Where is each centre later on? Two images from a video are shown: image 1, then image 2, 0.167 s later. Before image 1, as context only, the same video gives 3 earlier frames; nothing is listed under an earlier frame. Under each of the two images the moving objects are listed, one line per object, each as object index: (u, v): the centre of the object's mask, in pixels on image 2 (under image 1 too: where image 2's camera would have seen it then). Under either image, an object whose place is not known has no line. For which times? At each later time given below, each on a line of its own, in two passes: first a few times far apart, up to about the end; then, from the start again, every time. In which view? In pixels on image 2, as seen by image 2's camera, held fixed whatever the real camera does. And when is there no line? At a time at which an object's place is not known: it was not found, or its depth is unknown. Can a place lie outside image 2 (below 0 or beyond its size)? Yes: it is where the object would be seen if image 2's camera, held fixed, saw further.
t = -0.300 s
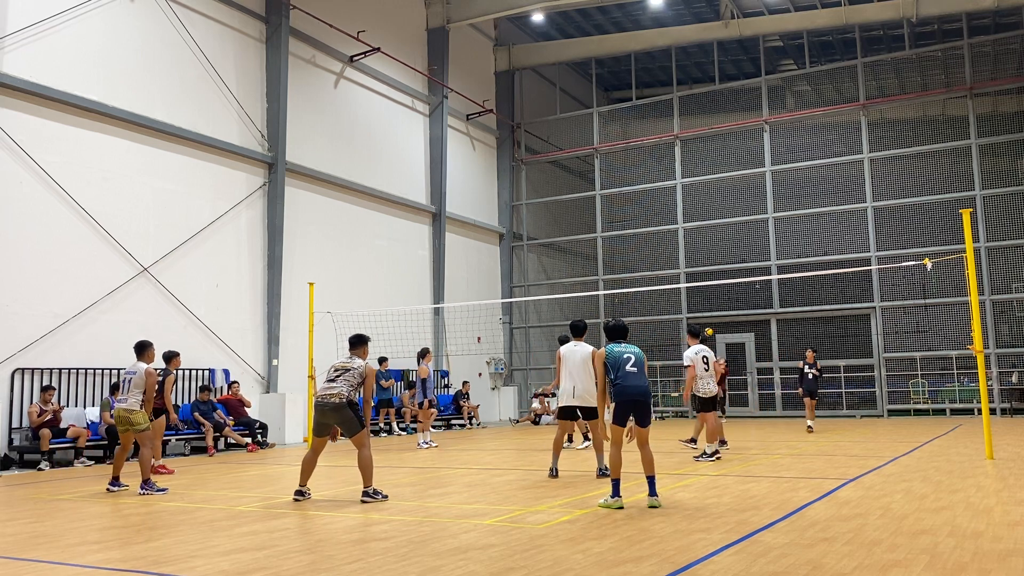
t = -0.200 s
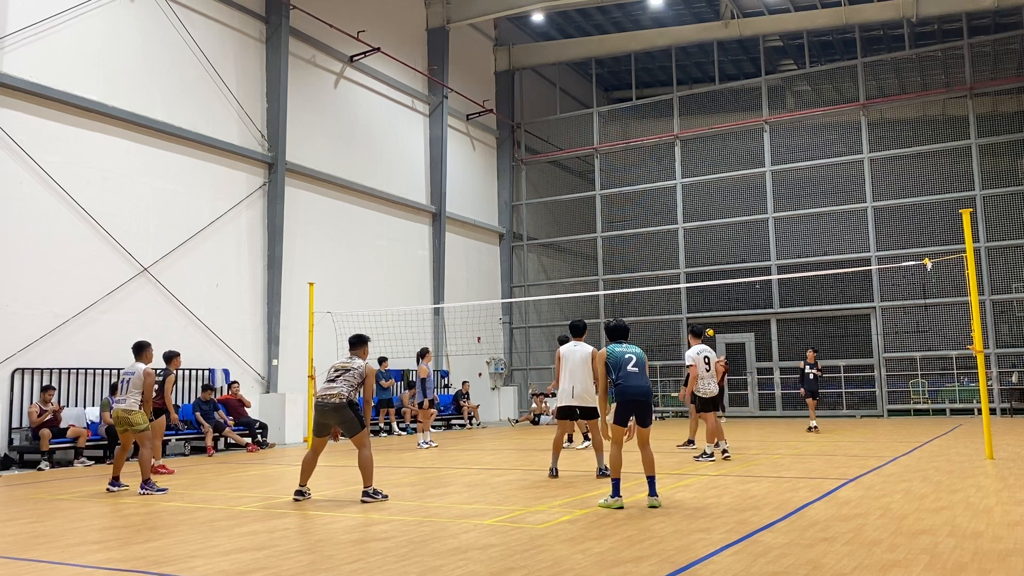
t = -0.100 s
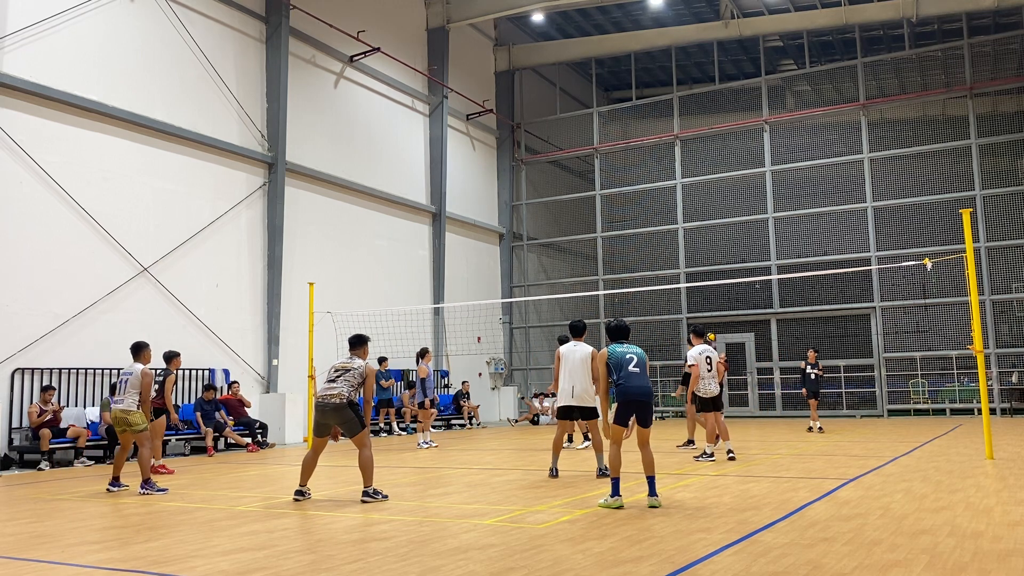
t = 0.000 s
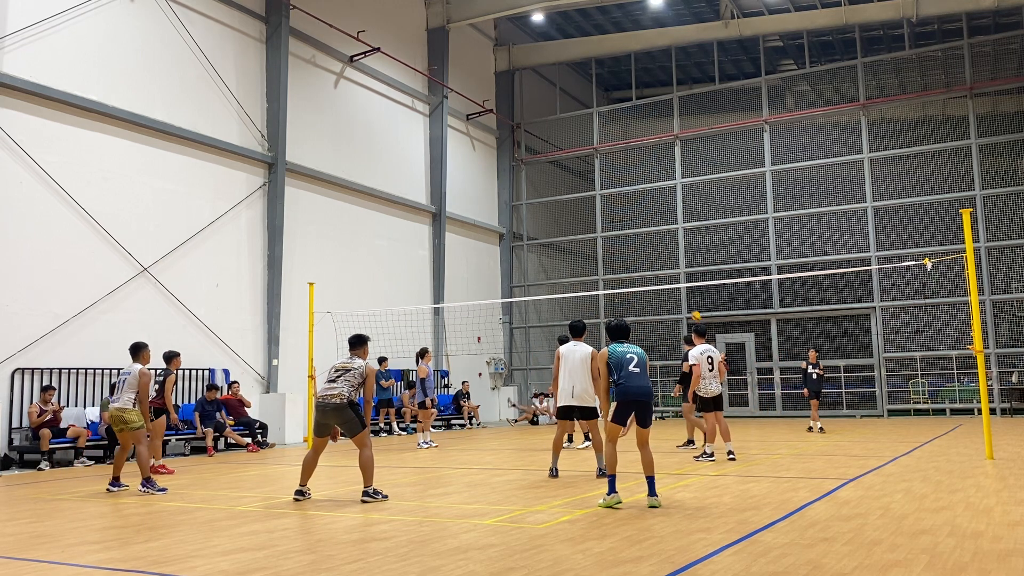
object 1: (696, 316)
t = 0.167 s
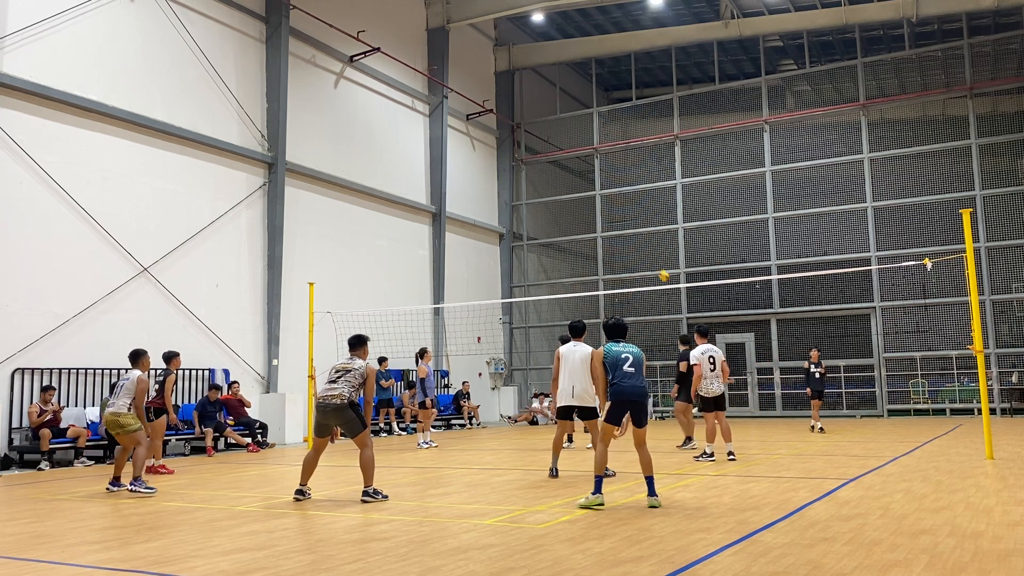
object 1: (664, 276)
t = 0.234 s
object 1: (649, 262)
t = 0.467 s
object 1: (591, 223)
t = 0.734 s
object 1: (518, 202)
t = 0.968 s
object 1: (437, 209)
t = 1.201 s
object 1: (333, 256)
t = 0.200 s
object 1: (656, 268)
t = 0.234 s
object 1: (649, 262)
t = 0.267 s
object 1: (641, 255)
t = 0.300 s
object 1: (633, 249)
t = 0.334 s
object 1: (625, 243)
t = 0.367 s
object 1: (616, 238)
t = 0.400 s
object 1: (608, 233)
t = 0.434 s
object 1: (600, 228)
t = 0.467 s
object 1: (591, 223)
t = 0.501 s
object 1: (583, 219)
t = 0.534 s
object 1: (574, 215)
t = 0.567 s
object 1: (565, 212)
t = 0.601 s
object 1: (556, 209)
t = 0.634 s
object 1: (547, 207)
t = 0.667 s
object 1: (538, 205)
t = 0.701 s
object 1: (528, 203)
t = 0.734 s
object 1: (518, 202)
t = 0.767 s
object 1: (507, 201)
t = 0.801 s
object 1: (498, 201)
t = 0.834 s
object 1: (486, 201)
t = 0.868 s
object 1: (475, 202)
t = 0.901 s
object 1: (462, 204)
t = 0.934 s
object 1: (450, 206)
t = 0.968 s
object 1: (437, 209)
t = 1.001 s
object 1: (425, 212)
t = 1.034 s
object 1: (410, 216)
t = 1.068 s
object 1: (397, 222)
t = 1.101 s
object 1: (381, 229)
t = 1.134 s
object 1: (366, 237)
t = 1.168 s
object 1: (350, 246)
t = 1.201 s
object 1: (333, 256)
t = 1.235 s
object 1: (315, 268)
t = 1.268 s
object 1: (296, 282)
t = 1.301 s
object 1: (278, 297)
